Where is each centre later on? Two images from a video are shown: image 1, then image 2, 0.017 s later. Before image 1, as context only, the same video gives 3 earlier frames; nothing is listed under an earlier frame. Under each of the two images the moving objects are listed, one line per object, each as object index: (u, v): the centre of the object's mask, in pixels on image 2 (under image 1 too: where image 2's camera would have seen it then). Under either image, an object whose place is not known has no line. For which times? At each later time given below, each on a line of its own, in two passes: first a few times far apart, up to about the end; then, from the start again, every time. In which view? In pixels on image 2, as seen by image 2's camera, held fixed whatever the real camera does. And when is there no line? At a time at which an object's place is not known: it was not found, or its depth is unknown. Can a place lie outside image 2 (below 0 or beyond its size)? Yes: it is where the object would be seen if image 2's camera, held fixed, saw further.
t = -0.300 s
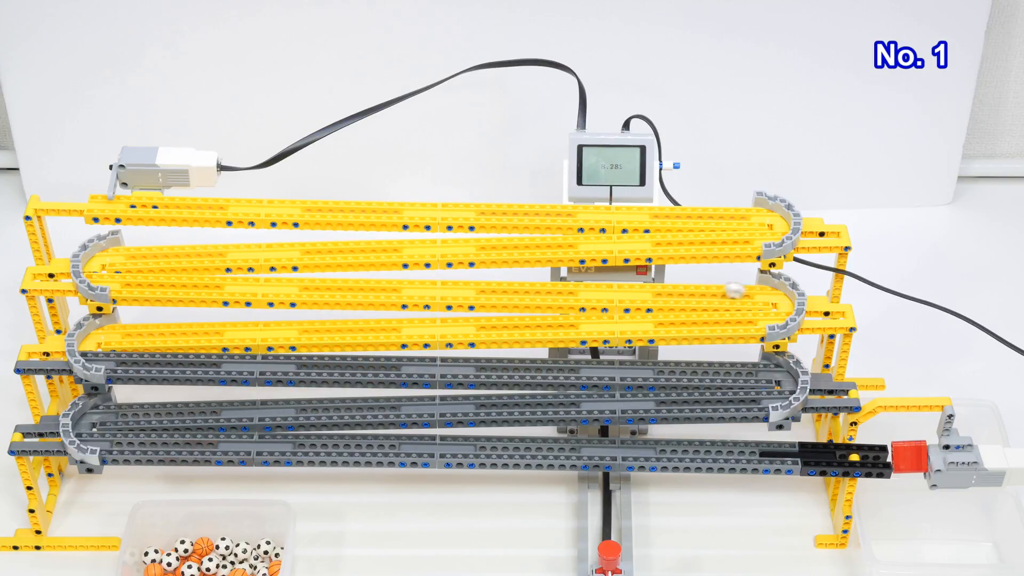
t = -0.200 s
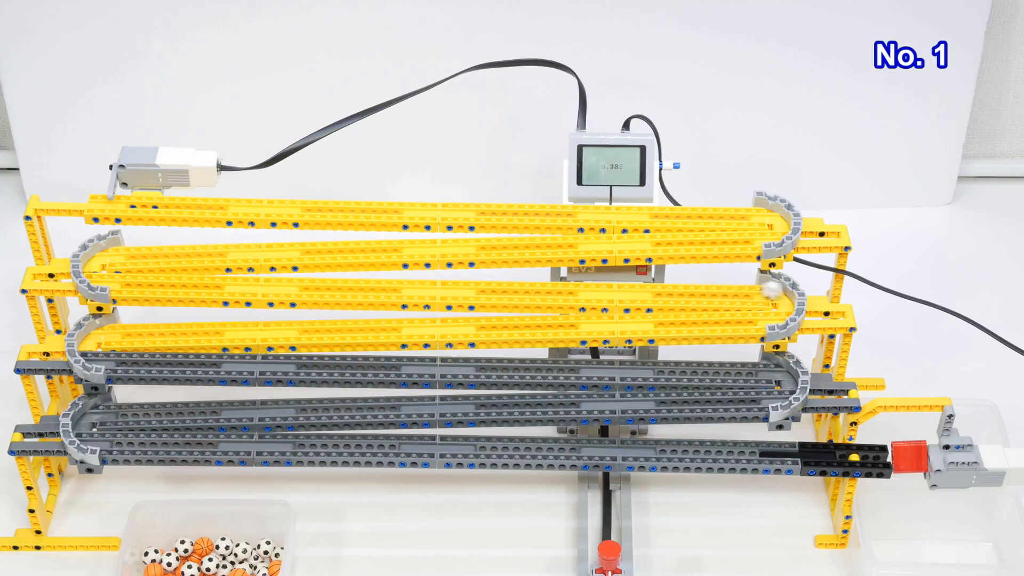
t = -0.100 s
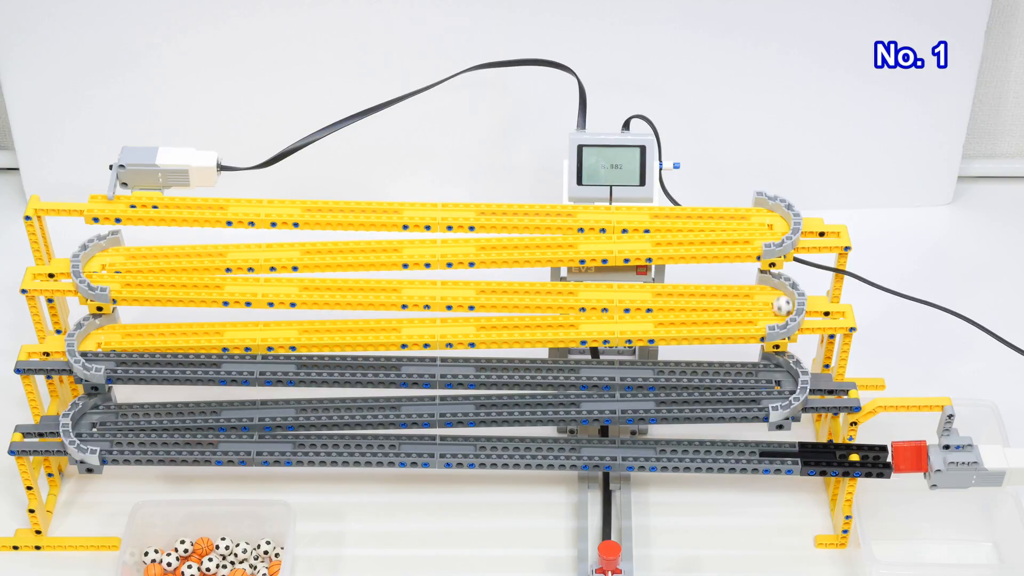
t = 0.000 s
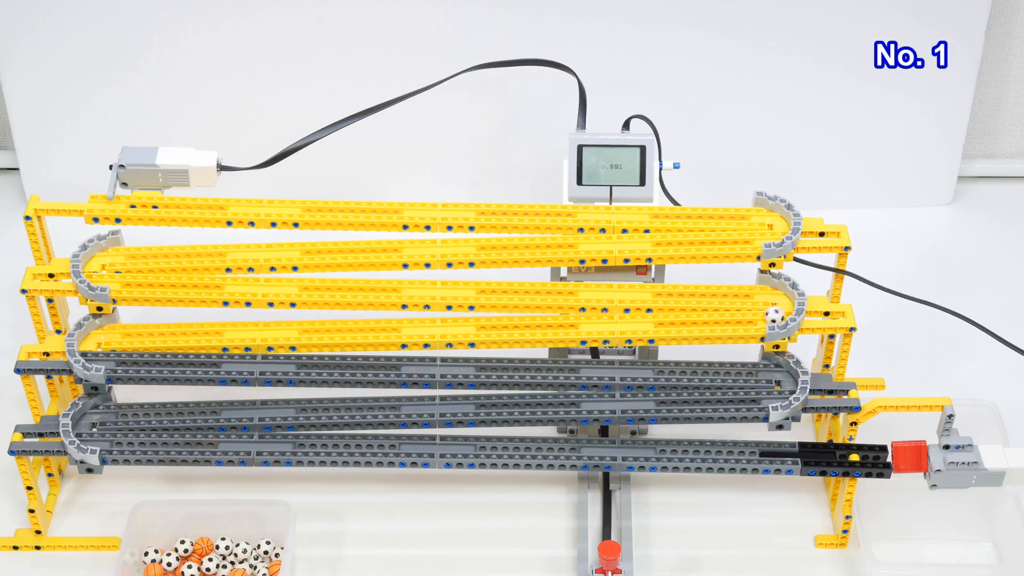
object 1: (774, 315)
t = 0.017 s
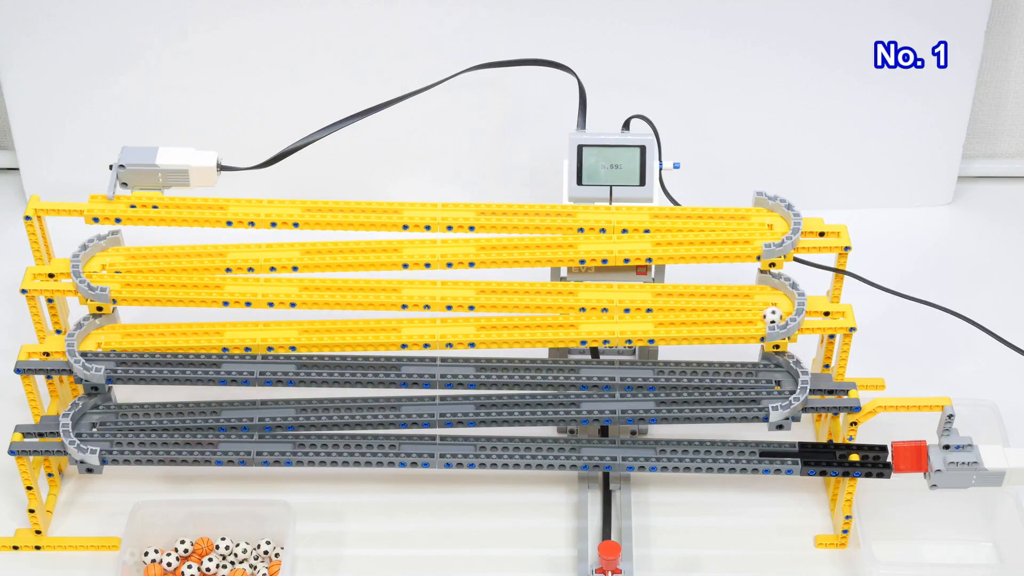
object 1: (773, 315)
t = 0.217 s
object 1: (749, 317)
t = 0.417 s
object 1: (721, 317)
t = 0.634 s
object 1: (687, 318)
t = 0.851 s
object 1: (647, 319)
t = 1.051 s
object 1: (606, 319)
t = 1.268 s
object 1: (557, 321)
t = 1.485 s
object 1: (505, 322)
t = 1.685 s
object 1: (454, 323)
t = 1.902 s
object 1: (396, 324)
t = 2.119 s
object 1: (335, 325)
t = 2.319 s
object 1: (276, 326)
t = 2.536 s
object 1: (210, 328)
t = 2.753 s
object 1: (140, 329)
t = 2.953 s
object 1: (88, 342)
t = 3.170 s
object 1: (115, 357)
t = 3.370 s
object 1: (149, 358)
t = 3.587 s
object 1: (188, 358)
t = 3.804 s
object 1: (234, 359)
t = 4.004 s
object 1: (281, 360)
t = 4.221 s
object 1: (336, 361)
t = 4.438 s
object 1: (397, 362)
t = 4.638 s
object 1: (456, 363)
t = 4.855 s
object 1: (525, 365)
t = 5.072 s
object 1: (598, 365)
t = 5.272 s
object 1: (669, 366)
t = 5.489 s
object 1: (751, 368)
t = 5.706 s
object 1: (779, 390)
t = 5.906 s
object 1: (757, 395)
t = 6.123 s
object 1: (727, 396)
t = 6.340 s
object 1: (692, 396)
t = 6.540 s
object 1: (655, 397)
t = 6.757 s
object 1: (610, 398)
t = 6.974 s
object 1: (562, 398)
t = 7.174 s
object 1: (516, 399)
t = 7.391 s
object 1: (462, 401)
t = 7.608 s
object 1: (404, 402)
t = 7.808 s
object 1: (348, 403)
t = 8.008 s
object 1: (289, 405)
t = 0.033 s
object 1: (770, 316)
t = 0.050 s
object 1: (768, 316)
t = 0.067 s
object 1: (767, 316)
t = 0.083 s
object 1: (765, 316)
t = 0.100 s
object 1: (763, 316)
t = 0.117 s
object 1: (761, 316)
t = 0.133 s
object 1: (759, 316)
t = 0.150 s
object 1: (757, 316)
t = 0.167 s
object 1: (755, 316)
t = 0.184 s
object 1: (753, 316)
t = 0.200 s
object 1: (751, 316)
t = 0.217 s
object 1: (749, 317)
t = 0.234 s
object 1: (746, 317)
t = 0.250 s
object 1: (744, 317)
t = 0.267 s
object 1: (742, 317)
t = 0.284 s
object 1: (740, 317)
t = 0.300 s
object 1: (738, 317)
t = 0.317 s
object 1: (735, 317)
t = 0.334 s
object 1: (733, 317)
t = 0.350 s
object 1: (731, 317)
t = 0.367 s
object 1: (729, 317)
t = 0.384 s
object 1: (726, 317)
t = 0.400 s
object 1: (723, 317)
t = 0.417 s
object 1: (721, 317)
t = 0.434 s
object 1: (719, 317)
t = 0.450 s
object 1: (716, 317)
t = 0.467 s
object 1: (713, 317)
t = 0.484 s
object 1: (711, 317)
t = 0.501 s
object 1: (708, 317)
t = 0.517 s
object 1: (706, 317)
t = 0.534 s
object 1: (703, 317)
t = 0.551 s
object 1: (700, 318)
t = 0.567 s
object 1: (698, 318)
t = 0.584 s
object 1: (695, 318)
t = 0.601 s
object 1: (692, 318)
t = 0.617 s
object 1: (689, 318)
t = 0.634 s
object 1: (687, 318)
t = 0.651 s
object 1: (684, 318)
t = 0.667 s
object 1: (681, 318)
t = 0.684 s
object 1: (678, 318)
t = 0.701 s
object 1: (675, 318)
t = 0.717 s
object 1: (672, 318)
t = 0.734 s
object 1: (669, 318)
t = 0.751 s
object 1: (666, 318)
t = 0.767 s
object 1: (662, 318)
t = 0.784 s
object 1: (660, 319)
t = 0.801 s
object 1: (657, 318)
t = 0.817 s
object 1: (653, 318)
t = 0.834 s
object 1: (650, 318)
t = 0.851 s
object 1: (647, 319)
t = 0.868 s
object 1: (644, 319)
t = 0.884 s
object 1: (640, 319)
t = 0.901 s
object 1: (637, 319)
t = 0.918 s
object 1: (633, 319)
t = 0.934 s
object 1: (630, 319)
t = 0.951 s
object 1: (626, 319)
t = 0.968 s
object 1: (623, 319)
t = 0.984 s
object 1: (620, 319)
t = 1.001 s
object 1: (616, 319)
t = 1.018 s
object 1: (612, 319)
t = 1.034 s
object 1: (609, 319)
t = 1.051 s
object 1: (606, 319)
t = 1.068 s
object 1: (602, 319)
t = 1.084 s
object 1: (599, 320)
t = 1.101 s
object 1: (595, 320)
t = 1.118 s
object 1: (591, 320)
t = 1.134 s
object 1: (588, 320)
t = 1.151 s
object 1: (584, 320)
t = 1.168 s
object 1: (580, 320)
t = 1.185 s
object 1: (577, 320)
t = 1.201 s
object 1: (573, 320)
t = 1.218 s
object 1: (569, 320)
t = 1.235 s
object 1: (565, 320)
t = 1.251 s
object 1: (561, 320)
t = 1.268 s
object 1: (557, 321)
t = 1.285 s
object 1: (553, 321)
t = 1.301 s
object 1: (549, 321)
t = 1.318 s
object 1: (545, 321)
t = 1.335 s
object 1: (542, 321)
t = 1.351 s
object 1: (537, 321)
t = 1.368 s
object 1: (533, 321)
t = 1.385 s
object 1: (530, 321)
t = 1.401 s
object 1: (526, 321)
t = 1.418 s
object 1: (521, 321)
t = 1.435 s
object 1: (517, 321)
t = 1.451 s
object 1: (513, 322)
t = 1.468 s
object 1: (509, 322)
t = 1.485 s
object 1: (505, 322)
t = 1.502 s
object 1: (501, 322)
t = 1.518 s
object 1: (497, 322)
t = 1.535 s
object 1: (493, 322)
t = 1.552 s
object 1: (488, 322)
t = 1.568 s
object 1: (484, 322)
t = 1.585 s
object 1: (480, 322)
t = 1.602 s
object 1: (476, 322)
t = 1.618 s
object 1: (471, 323)
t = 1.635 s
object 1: (468, 322)
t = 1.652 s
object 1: (462, 323)
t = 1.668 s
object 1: (459, 322)
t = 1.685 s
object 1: (454, 323)
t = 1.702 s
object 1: (450, 323)
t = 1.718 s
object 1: (445, 323)
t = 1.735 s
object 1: (441, 323)
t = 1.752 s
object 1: (436, 323)
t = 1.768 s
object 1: (432, 323)
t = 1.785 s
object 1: (428, 323)
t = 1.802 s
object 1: (423, 323)
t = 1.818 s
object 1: (419, 323)
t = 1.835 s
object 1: (414, 324)
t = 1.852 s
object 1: (409, 324)
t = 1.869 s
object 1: (405, 323)
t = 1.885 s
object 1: (400, 324)
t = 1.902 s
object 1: (396, 324)
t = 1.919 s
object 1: (391, 325)
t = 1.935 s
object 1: (387, 324)
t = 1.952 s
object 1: (382, 324)
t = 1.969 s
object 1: (377, 325)
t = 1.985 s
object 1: (373, 324)
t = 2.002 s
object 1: (368, 325)
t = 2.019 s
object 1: (363, 324)
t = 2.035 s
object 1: (358, 325)
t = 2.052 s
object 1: (354, 325)
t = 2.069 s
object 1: (349, 325)
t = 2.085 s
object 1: (344, 325)
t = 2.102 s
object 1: (339, 325)
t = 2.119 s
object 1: (335, 325)
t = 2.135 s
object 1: (330, 325)
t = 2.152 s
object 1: (325, 325)
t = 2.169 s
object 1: (321, 325)
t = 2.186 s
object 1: (315, 326)
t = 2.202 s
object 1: (311, 326)
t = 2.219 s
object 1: (306, 326)
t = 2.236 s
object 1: (300, 326)
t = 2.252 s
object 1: (296, 326)
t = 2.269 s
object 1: (291, 326)
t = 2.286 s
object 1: (286, 326)
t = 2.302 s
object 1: (281, 326)
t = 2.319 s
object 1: (276, 326)
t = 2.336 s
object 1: (271, 327)
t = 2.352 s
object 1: (266, 327)
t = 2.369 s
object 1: (261, 326)
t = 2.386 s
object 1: (255, 327)
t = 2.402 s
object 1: (251, 327)
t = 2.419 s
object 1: (245, 327)
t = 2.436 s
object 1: (240, 327)
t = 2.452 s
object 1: (235, 327)
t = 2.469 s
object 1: (230, 327)
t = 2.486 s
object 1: (225, 327)
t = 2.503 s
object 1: (220, 327)
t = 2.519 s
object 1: (215, 328)
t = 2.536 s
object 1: (210, 328)
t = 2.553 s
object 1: (204, 328)
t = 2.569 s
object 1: (199, 328)
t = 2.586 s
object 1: (193, 328)
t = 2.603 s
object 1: (188, 328)
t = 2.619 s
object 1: (183, 328)
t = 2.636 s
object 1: (178, 328)
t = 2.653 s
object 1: (173, 329)
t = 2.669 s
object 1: (168, 329)
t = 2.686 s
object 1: (162, 329)
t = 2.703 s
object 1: (157, 328)
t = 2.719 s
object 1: (151, 330)
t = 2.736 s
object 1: (146, 329)
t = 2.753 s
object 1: (140, 329)
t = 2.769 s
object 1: (135, 329)
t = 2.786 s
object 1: (129, 329)
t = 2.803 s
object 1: (124, 330)
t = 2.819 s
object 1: (118, 330)
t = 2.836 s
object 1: (112, 329)
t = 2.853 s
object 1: (107, 330)
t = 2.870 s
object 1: (100, 330)
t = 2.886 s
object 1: (96, 331)
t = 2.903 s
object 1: (92, 334)
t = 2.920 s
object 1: (89, 337)
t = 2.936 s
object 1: (87, 340)
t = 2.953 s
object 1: (88, 342)
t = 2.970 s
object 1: (89, 344)
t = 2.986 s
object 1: (91, 347)
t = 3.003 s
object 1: (92, 350)
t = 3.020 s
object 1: (94, 352)
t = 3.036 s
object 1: (96, 355)
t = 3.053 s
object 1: (98, 356)
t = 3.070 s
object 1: (100, 356)
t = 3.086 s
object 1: (103, 357)
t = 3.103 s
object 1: (106, 357)
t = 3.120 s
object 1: (108, 357)
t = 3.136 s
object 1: (110, 357)
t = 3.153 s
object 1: (113, 357)
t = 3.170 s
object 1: (115, 357)
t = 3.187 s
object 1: (118, 357)
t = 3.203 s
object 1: (120, 357)
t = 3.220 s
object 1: (123, 357)
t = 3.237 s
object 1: (126, 358)
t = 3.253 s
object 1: (128, 357)
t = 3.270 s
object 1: (131, 358)
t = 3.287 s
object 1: (134, 357)
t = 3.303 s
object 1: (137, 357)
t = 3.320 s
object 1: (140, 358)
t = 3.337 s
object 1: (142, 358)
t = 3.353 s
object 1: (145, 358)
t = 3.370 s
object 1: (149, 358)
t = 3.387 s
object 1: (152, 358)
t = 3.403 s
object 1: (154, 358)
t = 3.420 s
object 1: (157, 358)
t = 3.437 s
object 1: (160, 358)
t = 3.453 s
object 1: (163, 358)
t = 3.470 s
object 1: (166, 358)
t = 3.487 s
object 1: (170, 358)
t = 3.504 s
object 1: (172, 358)
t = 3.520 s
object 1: (176, 358)
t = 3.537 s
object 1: (179, 358)
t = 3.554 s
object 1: (182, 358)
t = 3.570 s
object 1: (185, 358)
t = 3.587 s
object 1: (188, 358)
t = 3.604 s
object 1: (192, 358)
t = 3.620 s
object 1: (195, 358)
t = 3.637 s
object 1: (198, 359)
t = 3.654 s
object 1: (202, 358)
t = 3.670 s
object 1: (205, 358)
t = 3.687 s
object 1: (209, 358)
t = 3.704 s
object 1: (212, 359)
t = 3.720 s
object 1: (216, 359)
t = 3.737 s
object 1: (220, 359)
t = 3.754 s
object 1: (223, 359)
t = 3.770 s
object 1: (226, 359)
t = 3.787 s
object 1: (230, 359)
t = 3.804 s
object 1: (234, 359)
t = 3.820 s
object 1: (238, 359)
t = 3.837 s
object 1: (241, 359)
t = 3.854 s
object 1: (245, 360)
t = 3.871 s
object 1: (249, 360)
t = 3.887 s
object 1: (253, 359)
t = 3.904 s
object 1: (257, 359)
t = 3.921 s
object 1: (261, 359)
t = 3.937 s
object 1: (265, 360)
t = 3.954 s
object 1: (269, 360)
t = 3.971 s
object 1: (273, 360)
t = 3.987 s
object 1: (277, 360)
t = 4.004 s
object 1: (281, 360)
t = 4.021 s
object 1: (285, 360)
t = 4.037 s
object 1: (289, 360)
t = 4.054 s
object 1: (293, 360)
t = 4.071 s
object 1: (297, 361)
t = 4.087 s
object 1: (301, 360)
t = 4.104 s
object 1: (305, 360)
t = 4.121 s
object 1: (310, 361)
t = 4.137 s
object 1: (314, 360)
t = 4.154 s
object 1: (319, 361)
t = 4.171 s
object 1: (323, 361)
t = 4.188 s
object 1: (328, 361)
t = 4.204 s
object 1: (331, 361)
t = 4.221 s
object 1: (336, 361)
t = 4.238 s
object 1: (340, 361)
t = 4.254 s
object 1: (345, 361)
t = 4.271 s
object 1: (349, 361)
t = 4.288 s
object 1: (354, 361)
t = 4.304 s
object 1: (358, 361)
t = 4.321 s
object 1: (364, 362)
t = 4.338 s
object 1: (368, 362)
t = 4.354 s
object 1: (373, 362)
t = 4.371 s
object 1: (377, 362)
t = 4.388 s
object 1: (382, 362)
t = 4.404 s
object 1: (387, 362)
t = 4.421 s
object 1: (391, 363)
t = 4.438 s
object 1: (397, 362)
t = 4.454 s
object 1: (401, 363)
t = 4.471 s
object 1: (406, 363)
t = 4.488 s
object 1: (411, 363)
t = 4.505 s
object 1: (416, 363)
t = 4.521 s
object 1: (421, 363)
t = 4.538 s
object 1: (425, 362)
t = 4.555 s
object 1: (431, 362)
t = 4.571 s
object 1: (436, 364)
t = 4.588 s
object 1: (441, 363)
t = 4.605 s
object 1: (446, 363)
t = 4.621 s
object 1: (451, 363)
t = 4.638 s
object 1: (456, 363)
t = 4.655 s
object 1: (461, 363)
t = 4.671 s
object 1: (467, 364)
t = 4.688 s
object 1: (472, 364)
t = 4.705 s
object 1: (477, 363)
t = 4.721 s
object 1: (483, 363)
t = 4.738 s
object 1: (487, 364)
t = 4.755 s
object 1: (493, 364)
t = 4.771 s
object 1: (498, 364)
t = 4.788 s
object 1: (504, 364)
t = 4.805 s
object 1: (509, 364)
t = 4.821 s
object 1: (513, 364)
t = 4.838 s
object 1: (520, 364)
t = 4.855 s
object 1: (525, 365)
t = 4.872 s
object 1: (530, 364)
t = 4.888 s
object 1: (536, 364)
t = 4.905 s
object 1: (542, 364)
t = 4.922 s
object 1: (547, 364)
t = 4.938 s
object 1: (553, 364)
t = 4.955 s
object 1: (558, 364)
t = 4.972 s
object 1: (563, 364)
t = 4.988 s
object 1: (570, 364)
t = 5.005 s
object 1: (575, 364)
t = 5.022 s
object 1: (580, 364)
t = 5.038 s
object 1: (587, 364)
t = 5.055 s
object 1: (592, 364)
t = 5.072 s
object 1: (598, 365)
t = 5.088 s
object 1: (604, 365)
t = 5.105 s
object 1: (610, 365)
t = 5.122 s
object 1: (615, 365)
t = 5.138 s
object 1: (621, 365)
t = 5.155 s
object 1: (627, 365)
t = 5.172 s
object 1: (633, 366)
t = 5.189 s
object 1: (639, 365)
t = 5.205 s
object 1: (645, 365)
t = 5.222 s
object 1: (651, 366)
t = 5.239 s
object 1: (657, 366)
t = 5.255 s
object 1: (662, 366)
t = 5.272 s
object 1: (669, 366)
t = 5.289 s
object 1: (676, 367)
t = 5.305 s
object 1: (681, 366)
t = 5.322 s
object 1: (688, 367)
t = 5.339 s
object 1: (694, 367)
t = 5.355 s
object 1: (700, 367)
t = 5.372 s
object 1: (706, 367)
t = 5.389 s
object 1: (712, 367)
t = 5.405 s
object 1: (718, 368)
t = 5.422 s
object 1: (725, 367)
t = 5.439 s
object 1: (732, 367)
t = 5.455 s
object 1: (738, 368)
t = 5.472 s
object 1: (745, 368)
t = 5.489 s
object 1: (751, 368)
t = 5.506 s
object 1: (758, 367)
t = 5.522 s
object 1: (764, 368)
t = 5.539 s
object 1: (771, 367)
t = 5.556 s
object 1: (778, 368)
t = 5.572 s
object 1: (782, 370)
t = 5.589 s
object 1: (786, 375)
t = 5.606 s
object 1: (787, 378)
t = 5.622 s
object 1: (786, 381)
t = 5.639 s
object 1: (785, 382)
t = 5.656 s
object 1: (784, 384)
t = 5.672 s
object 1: (782, 386)
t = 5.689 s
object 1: (780, 388)
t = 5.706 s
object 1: (779, 390)
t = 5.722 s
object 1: (777, 391)
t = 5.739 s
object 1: (776, 394)
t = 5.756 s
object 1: (774, 394)
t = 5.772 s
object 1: (772, 394)
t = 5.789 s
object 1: (771, 394)
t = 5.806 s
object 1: (768, 395)
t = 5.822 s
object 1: (767, 395)
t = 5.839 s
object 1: (765, 395)
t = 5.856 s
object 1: (763, 395)
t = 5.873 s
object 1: (761, 395)
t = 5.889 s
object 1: (759, 395)
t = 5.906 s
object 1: (757, 395)
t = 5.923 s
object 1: (755, 395)
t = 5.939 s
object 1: (753, 395)
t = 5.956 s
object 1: (751, 395)
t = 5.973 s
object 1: (748, 395)
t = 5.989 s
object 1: (746, 396)
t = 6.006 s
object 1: (744, 395)
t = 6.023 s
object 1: (742, 395)
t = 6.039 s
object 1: (739, 395)
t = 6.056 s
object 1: (737, 396)
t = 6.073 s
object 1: (734, 396)
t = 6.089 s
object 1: (732, 396)
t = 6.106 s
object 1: (729, 396)
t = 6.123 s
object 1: (727, 396)
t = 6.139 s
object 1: (724, 396)
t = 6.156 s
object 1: (721, 396)
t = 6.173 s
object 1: (719, 396)
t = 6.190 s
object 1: (716, 396)
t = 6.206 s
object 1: (714, 396)
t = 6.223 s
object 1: (711, 396)
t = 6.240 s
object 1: (709, 396)
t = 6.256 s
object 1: (706, 396)
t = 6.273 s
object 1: (703, 396)
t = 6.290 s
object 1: (700, 396)
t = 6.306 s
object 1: (698, 396)
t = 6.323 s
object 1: (695, 396)
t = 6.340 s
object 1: (692, 396)
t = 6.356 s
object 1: (689, 396)
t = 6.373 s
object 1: (686, 397)
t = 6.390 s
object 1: (683, 397)
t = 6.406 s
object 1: (680, 397)
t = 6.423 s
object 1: (677, 397)
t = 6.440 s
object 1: (673, 397)
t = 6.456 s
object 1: (671, 397)
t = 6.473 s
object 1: (667, 397)
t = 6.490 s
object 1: (664, 397)
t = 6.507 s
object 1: (661, 397)
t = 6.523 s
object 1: (658, 397)
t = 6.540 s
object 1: (655, 397)
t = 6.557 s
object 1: (652, 397)
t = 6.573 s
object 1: (648, 397)
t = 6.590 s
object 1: (645, 397)
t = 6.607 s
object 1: (642, 397)
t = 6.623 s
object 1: (638, 397)
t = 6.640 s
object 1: (634, 397)
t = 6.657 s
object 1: (631, 397)
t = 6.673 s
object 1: (627, 397)
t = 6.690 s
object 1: (624, 398)
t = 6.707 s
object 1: (621, 398)
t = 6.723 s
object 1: (617, 398)
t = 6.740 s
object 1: (613, 398)
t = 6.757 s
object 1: (610, 398)
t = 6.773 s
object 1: (606, 398)
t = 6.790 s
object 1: (603, 398)
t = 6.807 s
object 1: (599, 398)
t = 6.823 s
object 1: (596, 398)
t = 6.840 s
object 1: (592, 398)
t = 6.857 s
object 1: (588, 398)
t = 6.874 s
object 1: (585, 398)
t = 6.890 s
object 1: (581, 398)
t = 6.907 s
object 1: (577, 398)
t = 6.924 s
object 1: (574, 398)
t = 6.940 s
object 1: (570, 398)
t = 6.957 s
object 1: (566, 399)
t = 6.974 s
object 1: (562, 398)
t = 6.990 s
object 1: (558, 398)
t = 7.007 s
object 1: (555, 398)
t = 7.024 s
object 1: (551, 399)
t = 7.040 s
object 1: (547, 399)
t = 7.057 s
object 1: (543, 399)
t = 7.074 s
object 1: (540, 399)
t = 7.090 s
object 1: (536, 399)
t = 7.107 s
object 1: (532, 399)
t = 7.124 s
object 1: (528, 399)
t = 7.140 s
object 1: (524, 399)
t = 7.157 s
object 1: (520, 400)
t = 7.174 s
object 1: (516, 399)
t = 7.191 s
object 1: (512, 400)
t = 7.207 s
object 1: (508, 400)
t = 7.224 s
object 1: (504, 400)
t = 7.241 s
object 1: (500, 400)
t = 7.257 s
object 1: (496, 400)
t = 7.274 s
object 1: (492, 400)
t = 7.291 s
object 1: (488, 400)
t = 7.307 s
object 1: (484, 401)
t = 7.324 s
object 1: (479, 401)
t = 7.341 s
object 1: (475, 401)
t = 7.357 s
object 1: (471, 401)
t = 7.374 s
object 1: (467, 401)
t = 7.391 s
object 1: (462, 401)
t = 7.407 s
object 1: (458, 401)
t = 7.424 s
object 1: (454, 401)
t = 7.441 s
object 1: (449, 401)
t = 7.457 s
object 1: (445, 401)
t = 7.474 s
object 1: (440, 401)
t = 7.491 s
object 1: (436, 401)
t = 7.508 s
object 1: (431, 401)
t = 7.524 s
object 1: (427, 402)
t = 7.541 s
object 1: (422, 402)
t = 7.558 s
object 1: (418, 402)
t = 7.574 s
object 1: (414, 402)
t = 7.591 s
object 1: (409, 402)
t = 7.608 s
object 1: (404, 402)
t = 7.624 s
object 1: (400, 402)
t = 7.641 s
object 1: (396, 402)
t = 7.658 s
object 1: (391, 402)
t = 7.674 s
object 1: (386, 403)
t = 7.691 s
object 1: (381, 402)
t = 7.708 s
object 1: (377, 403)
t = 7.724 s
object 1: (373, 403)
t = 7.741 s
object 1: (367, 403)
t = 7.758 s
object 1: (363, 403)
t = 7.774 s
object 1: (358, 403)
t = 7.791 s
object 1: (353, 403)
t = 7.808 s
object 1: (348, 403)
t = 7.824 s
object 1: (343, 403)
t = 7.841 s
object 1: (339, 404)
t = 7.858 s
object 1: (334, 404)
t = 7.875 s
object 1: (329, 404)
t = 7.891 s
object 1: (324, 404)
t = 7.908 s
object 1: (320, 404)
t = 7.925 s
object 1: (314, 404)
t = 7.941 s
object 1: (309, 405)
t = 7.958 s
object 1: (304, 405)
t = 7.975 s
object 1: (299, 405)
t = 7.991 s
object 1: (294, 405)
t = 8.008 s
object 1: (289, 405)
